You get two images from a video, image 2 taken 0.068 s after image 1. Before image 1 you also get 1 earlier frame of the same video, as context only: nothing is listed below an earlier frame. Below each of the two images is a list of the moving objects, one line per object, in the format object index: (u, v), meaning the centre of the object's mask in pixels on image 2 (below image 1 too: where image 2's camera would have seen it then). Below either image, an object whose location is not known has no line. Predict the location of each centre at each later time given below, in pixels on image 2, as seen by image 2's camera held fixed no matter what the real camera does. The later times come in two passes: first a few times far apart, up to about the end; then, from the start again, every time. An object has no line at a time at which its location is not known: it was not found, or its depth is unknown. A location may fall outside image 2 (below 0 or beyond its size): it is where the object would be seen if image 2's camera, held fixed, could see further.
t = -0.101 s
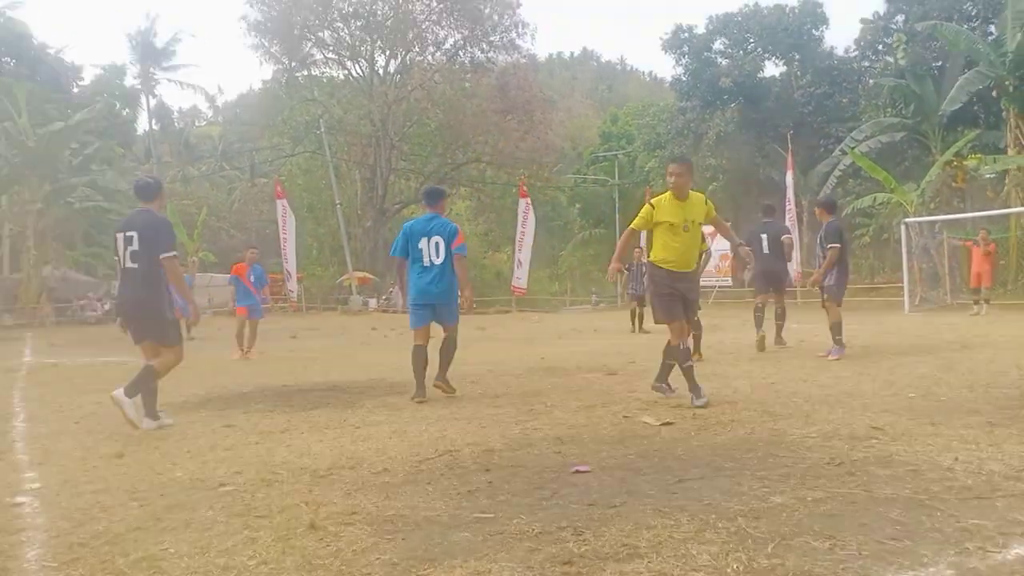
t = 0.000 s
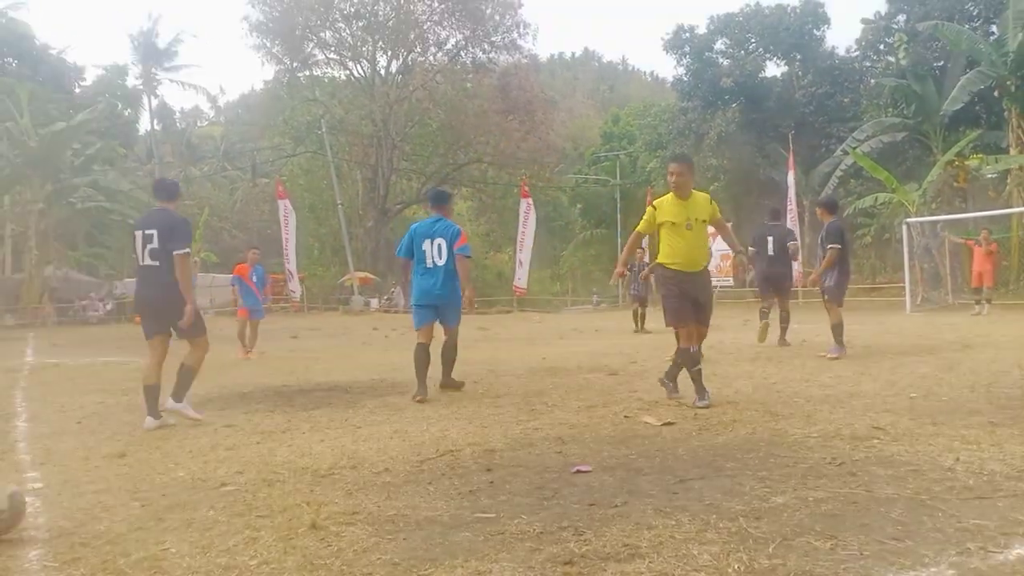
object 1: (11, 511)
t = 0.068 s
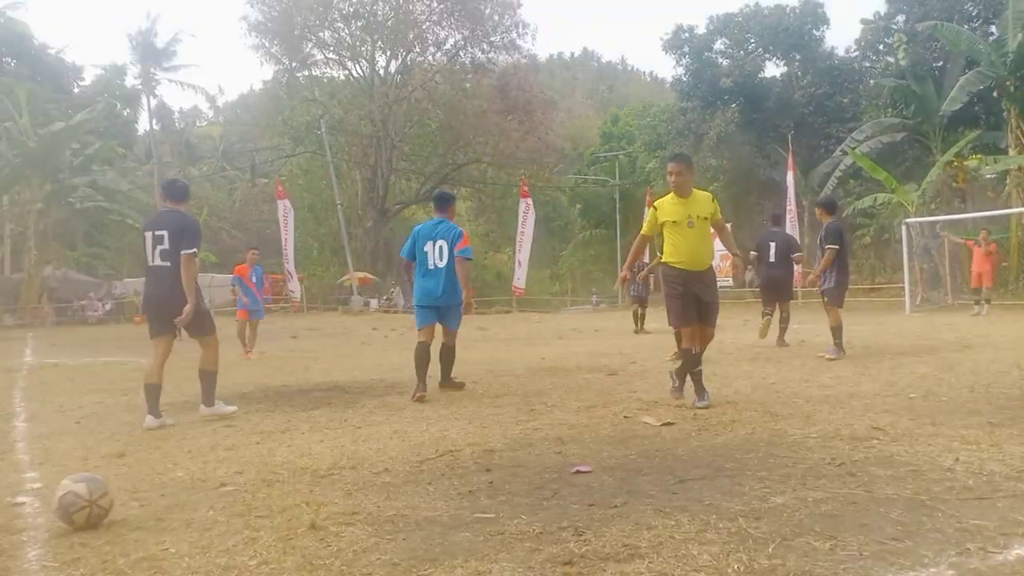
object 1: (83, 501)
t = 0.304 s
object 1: (336, 465)
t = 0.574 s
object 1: (542, 437)
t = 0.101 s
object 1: (123, 492)
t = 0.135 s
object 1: (161, 484)
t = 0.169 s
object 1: (200, 482)
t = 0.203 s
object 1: (239, 476)
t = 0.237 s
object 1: (271, 470)
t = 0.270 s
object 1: (304, 467)
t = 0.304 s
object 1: (336, 465)
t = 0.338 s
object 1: (366, 462)
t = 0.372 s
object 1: (396, 457)
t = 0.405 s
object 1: (422, 453)
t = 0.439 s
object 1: (448, 450)
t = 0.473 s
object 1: (474, 447)
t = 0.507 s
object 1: (497, 441)
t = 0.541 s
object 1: (520, 437)
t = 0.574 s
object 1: (542, 437)
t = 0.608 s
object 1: (563, 432)
